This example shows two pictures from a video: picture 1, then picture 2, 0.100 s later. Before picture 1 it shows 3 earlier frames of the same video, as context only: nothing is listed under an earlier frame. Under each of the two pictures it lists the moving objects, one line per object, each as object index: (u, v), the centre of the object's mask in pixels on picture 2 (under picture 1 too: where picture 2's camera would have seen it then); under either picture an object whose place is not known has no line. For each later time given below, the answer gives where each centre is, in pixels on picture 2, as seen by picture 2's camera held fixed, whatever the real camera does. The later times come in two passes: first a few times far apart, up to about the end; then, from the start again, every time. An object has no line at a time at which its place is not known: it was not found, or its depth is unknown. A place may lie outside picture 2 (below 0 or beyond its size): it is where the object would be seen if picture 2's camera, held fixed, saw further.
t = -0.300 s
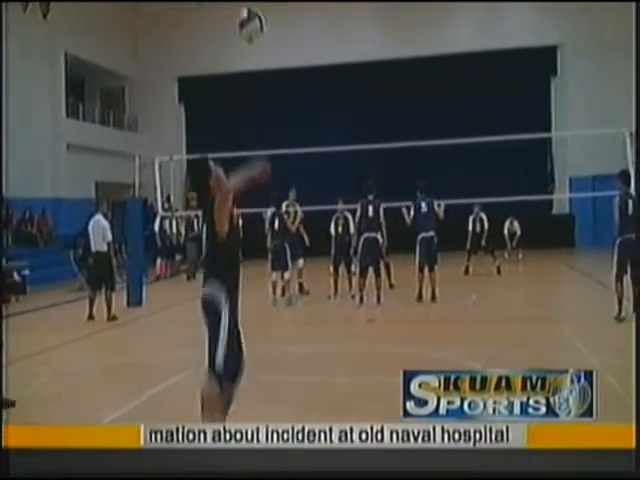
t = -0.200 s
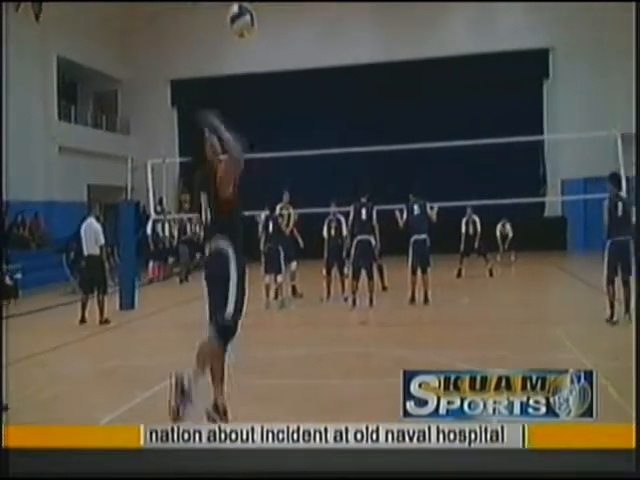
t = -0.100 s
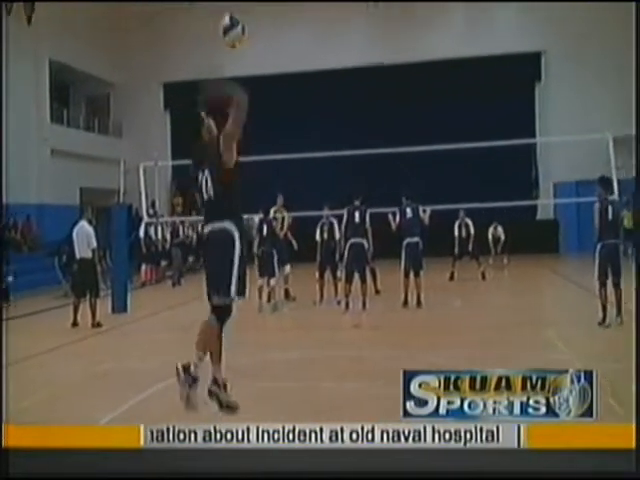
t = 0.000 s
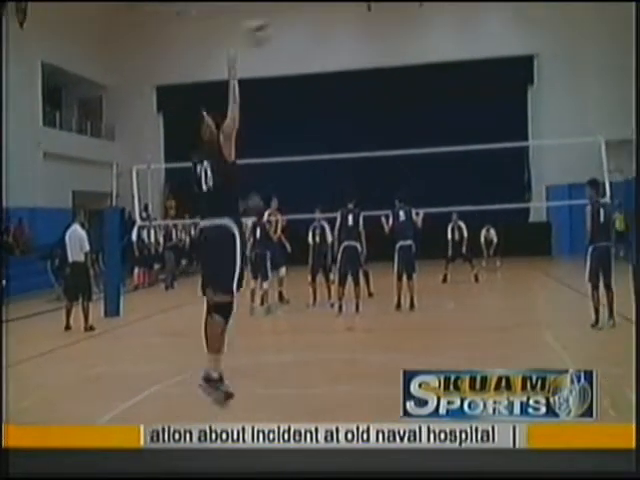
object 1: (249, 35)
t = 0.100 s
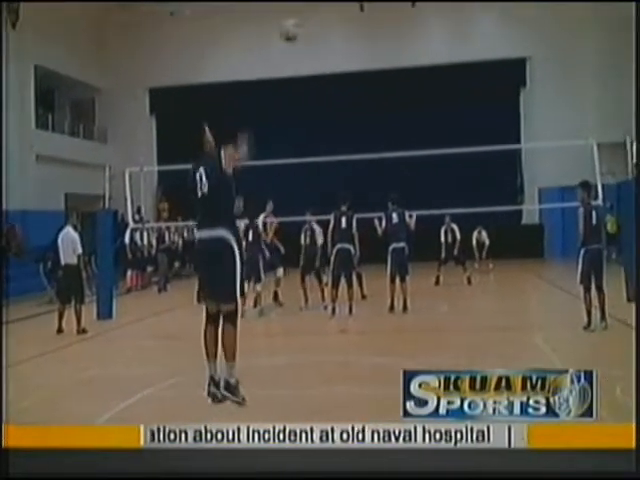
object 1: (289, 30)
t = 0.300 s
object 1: (346, 53)
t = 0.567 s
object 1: (386, 118)
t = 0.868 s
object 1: (410, 198)
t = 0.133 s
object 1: (300, 30)
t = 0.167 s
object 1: (311, 33)
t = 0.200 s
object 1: (322, 37)
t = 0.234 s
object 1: (331, 42)
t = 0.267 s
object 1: (338, 49)
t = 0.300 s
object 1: (346, 53)
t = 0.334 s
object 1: (351, 60)
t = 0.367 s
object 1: (354, 65)
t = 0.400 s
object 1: (363, 78)
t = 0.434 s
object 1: (368, 85)
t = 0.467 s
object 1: (374, 92)
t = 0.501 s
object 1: (379, 100)
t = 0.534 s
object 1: (383, 108)
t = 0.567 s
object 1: (386, 118)
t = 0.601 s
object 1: (390, 126)
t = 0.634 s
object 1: (393, 135)
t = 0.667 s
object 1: (396, 144)
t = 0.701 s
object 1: (399, 152)
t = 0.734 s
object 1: (400, 163)
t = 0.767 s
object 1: (402, 171)
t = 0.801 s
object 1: (405, 180)
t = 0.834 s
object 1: (407, 189)
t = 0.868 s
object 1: (410, 198)
